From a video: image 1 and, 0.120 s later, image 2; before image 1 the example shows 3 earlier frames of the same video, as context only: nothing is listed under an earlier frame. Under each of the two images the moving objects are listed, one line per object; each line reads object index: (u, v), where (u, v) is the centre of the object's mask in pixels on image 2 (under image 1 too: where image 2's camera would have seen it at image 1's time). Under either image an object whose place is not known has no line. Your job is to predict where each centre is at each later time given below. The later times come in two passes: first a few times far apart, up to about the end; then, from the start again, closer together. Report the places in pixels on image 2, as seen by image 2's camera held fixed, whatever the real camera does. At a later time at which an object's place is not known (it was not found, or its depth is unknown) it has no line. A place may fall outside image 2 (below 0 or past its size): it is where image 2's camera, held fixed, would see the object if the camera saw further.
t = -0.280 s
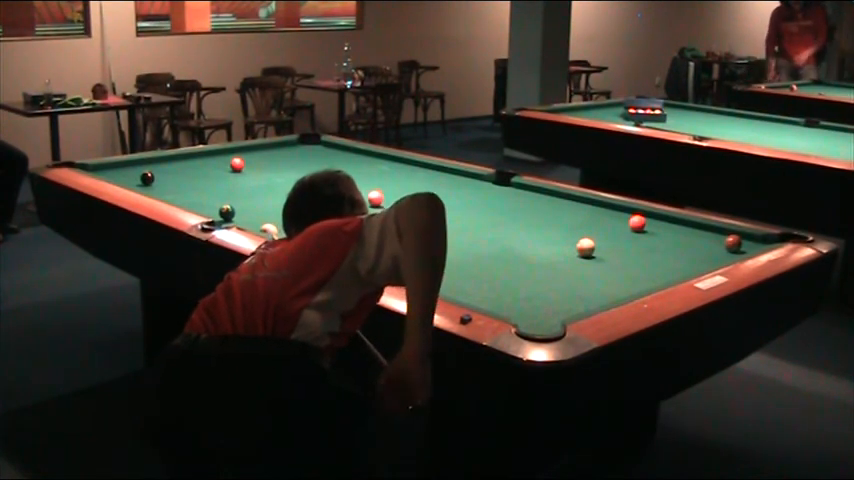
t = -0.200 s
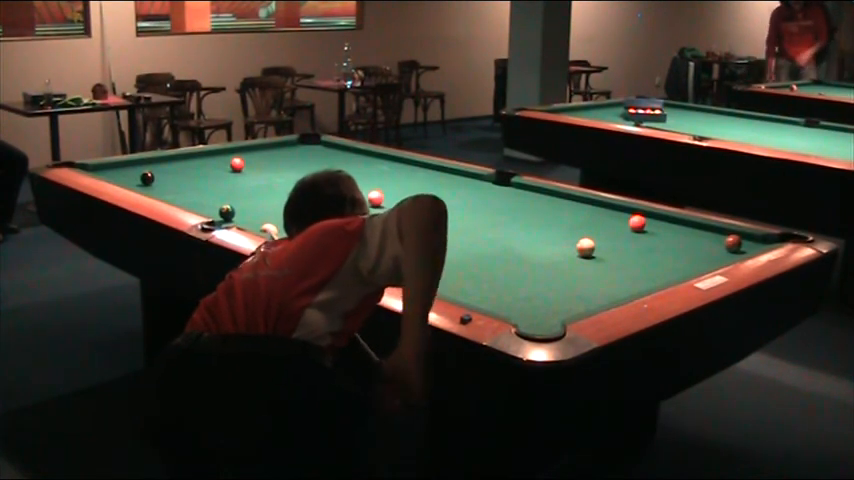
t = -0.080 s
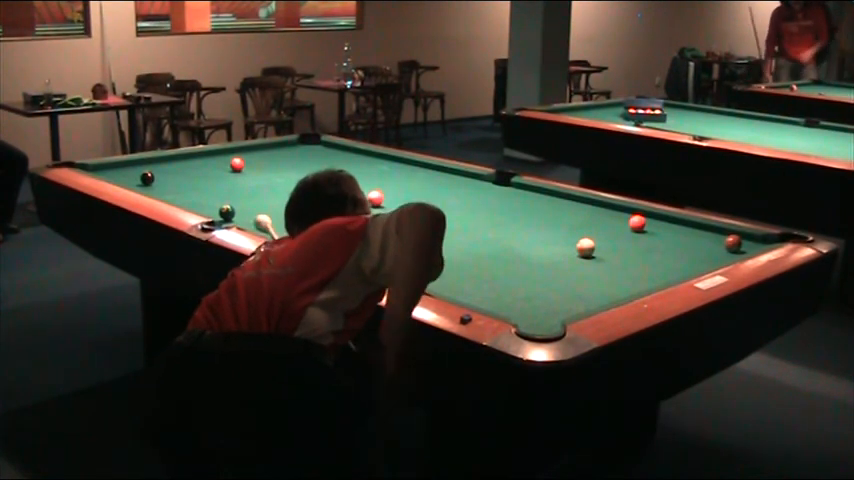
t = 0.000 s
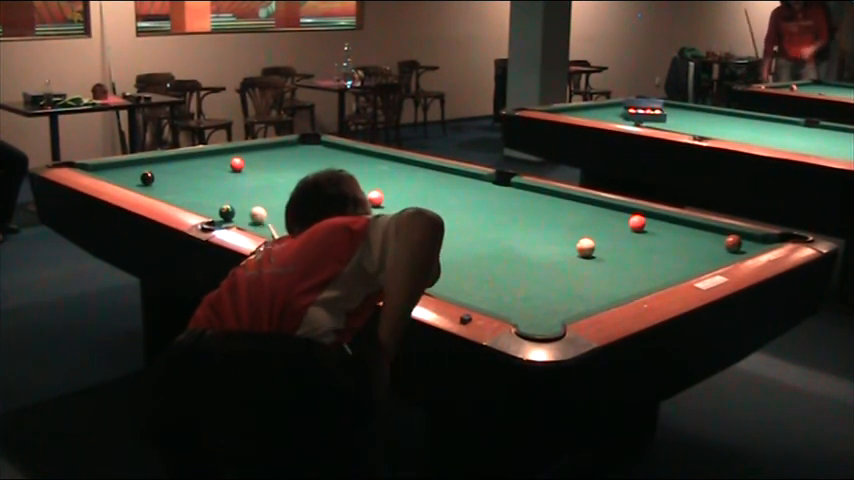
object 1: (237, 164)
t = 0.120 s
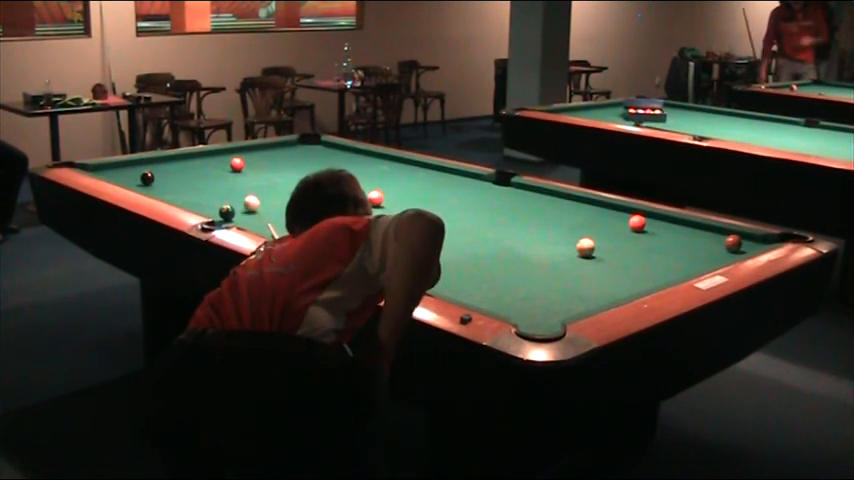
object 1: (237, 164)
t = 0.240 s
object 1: (237, 164)
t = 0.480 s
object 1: (237, 163)
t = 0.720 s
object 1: (247, 160)
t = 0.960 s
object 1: (265, 155)
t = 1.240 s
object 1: (284, 146)
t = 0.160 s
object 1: (237, 164)
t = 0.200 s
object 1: (237, 164)
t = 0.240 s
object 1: (237, 164)
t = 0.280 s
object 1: (237, 164)
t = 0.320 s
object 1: (237, 164)
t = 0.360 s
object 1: (237, 164)
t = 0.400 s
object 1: (237, 164)
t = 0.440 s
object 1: (237, 163)
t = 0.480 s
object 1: (237, 163)
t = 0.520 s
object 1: (238, 163)
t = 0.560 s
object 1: (238, 162)
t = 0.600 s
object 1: (239, 163)
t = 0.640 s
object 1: (239, 163)
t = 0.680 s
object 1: (244, 162)
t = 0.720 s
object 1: (247, 160)
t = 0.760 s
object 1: (250, 159)
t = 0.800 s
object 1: (254, 159)
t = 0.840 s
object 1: (257, 158)
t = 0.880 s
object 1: (260, 157)
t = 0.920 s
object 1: (263, 156)
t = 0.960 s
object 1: (265, 155)
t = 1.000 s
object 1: (266, 153)
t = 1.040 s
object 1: (268, 151)
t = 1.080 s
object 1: (269, 150)
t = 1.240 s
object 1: (284, 146)
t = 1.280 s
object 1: (286, 145)
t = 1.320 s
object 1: (288, 146)
